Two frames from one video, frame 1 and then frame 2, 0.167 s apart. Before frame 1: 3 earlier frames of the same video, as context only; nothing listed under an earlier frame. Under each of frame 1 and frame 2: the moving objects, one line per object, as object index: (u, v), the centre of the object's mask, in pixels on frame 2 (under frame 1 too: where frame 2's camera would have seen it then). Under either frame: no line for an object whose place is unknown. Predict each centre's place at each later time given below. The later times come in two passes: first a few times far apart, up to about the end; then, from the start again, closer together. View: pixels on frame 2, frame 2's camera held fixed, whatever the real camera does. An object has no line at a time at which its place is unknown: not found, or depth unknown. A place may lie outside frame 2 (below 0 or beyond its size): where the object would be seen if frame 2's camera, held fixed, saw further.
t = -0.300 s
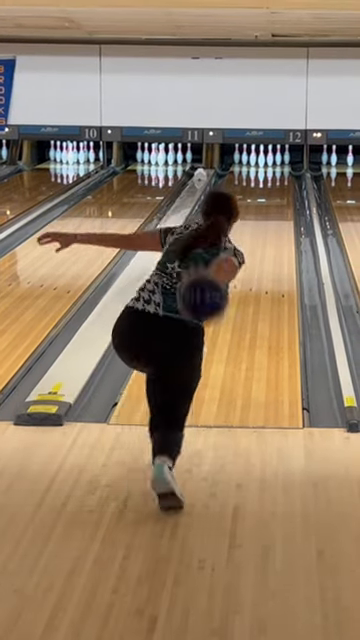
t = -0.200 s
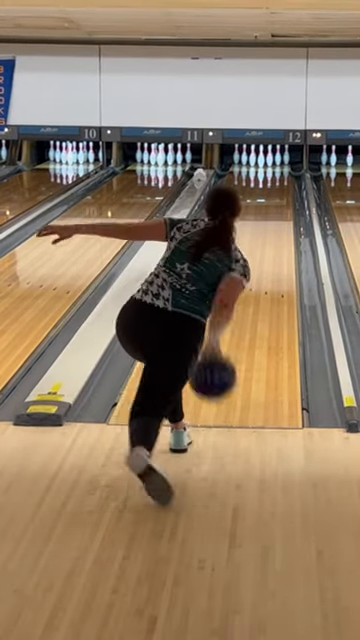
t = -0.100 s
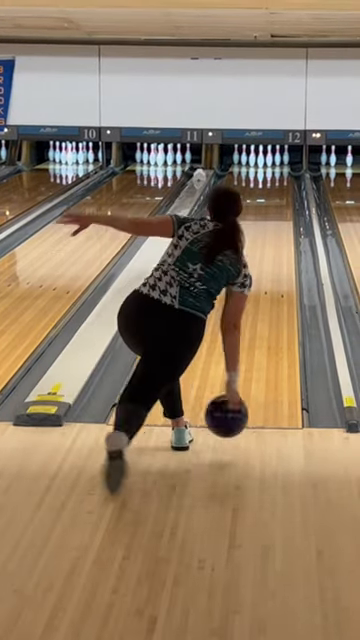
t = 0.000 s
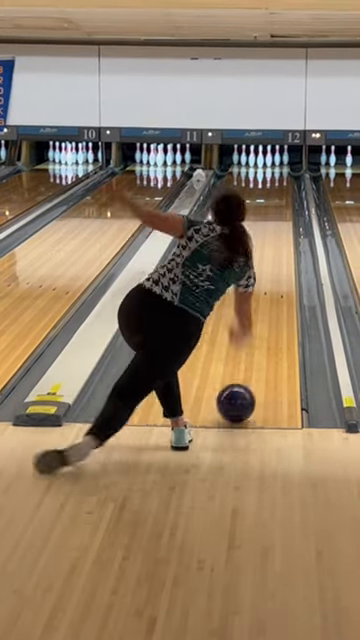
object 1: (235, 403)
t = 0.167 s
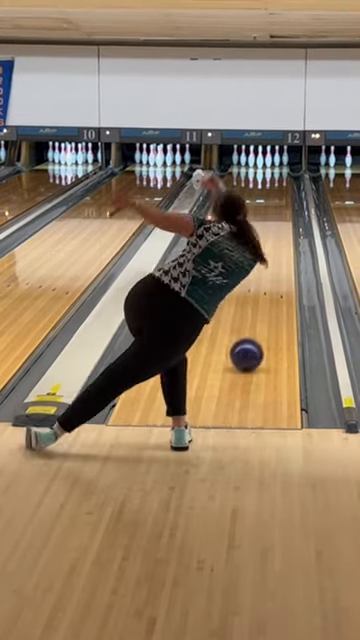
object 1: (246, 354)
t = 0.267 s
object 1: (251, 331)
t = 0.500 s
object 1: (260, 289)
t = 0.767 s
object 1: (268, 256)
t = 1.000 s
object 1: (271, 233)
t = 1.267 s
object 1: (274, 213)
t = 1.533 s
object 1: (276, 197)
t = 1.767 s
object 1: (275, 186)
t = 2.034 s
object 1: (273, 176)
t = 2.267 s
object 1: (270, 169)
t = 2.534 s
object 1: (266, 163)
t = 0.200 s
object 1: (248, 346)
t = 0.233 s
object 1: (250, 338)
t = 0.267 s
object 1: (251, 331)
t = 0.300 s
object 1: (253, 324)
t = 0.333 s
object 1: (255, 317)
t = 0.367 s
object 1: (256, 311)
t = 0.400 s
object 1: (257, 305)
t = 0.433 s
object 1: (258, 300)
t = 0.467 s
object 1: (259, 294)
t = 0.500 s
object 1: (260, 289)
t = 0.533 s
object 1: (261, 284)
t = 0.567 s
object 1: (262, 280)
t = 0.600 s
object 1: (263, 275)
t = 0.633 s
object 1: (264, 276)
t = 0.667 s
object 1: (271, 266)
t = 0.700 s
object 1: (269, 263)
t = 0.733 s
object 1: (268, 260)
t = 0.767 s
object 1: (268, 256)
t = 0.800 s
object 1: (268, 252)
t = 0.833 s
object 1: (268, 249)
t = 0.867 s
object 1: (269, 245)
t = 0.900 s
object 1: (270, 242)
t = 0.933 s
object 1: (270, 239)
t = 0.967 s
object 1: (270, 236)
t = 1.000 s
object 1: (271, 233)
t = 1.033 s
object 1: (271, 230)
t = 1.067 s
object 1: (272, 228)
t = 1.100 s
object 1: (272, 225)
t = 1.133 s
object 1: (273, 222)
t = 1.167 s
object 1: (273, 220)
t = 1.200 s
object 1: (273, 218)
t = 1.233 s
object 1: (274, 215)
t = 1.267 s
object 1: (274, 213)
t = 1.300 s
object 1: (274, 211)
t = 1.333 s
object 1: (275, 209)
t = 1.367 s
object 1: (275, 207)
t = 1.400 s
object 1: (275, 204)
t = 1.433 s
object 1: (275, 203)
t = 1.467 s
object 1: (275, 201)
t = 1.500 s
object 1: (275, 199)
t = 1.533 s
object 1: (276, 197)
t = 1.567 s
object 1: (276, 196)
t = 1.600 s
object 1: (276, 194)
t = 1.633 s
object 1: (276, 193)
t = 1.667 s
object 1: (276, 191)
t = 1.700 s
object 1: (275, 189)
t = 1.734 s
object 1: (275, 188)
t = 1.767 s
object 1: (275, 186)
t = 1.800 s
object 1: (276, 185)
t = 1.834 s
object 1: (276, 184)
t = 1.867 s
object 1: (275, 182)
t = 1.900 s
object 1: (274, 181)
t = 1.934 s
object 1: (274, 180)
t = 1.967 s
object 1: (274, 179)
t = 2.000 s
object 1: (273, 178)
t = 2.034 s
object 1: (273, 176)
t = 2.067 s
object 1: (273, 175)
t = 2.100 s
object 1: (272, 174)
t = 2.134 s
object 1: (272, 173)
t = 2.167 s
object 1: (272, 172)
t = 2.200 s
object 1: (271, 171)
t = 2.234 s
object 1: (271, 170)
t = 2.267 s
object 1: (270, 169)
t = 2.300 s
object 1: (269, 168)
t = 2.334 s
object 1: (269, 167)
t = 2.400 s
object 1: (268, 167)
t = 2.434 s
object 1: (267, 165)
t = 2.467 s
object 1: (266, 165)
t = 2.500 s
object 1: (266, 164)
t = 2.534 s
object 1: (266, 163)
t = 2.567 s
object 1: (266, 162)
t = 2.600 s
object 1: (267, 161)
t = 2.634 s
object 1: (267, 161)
